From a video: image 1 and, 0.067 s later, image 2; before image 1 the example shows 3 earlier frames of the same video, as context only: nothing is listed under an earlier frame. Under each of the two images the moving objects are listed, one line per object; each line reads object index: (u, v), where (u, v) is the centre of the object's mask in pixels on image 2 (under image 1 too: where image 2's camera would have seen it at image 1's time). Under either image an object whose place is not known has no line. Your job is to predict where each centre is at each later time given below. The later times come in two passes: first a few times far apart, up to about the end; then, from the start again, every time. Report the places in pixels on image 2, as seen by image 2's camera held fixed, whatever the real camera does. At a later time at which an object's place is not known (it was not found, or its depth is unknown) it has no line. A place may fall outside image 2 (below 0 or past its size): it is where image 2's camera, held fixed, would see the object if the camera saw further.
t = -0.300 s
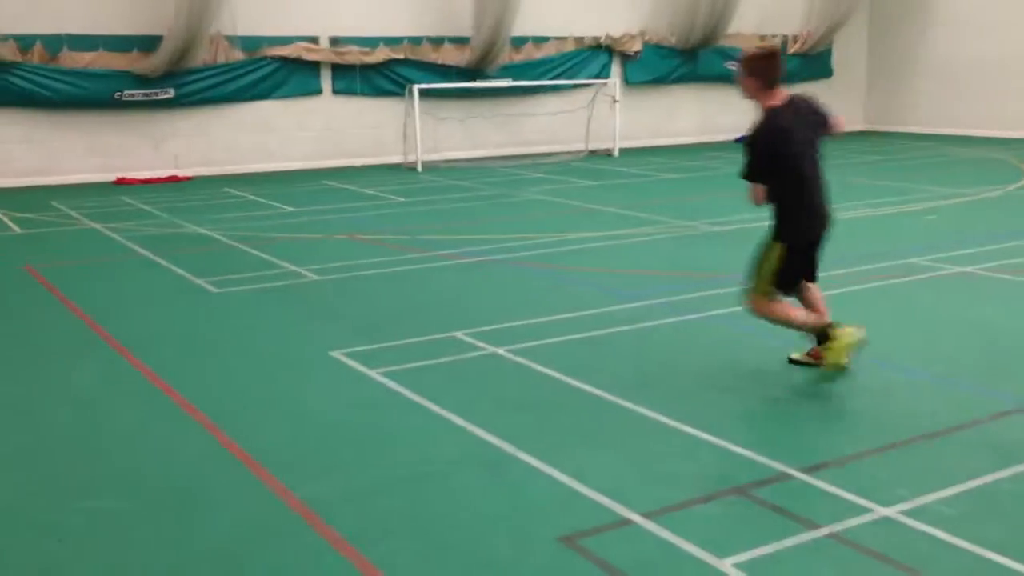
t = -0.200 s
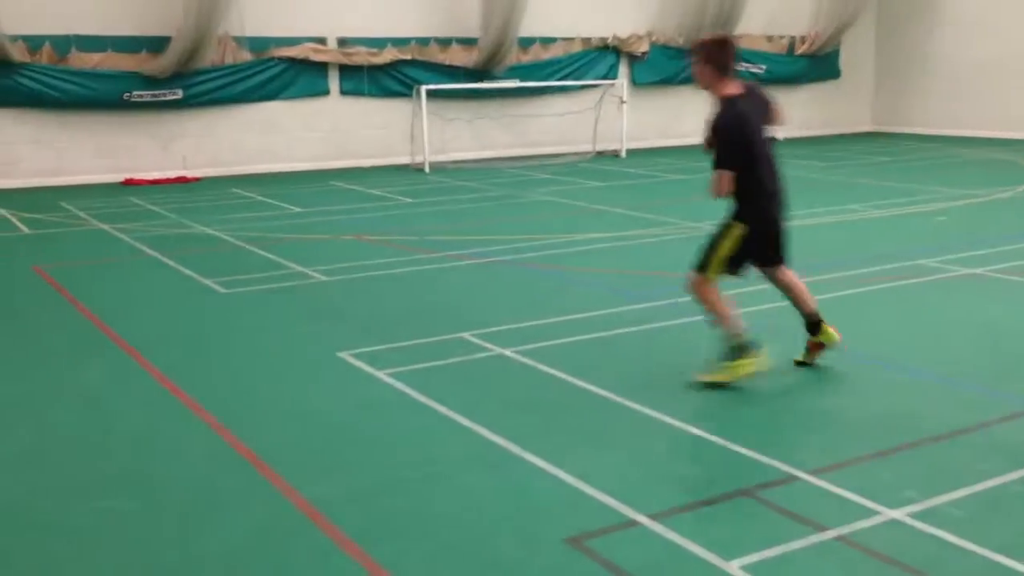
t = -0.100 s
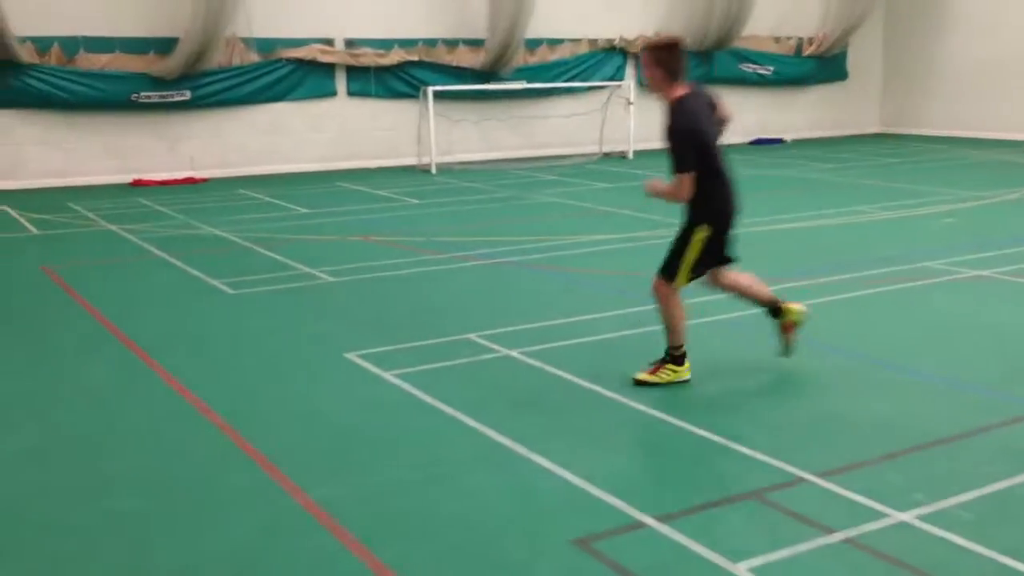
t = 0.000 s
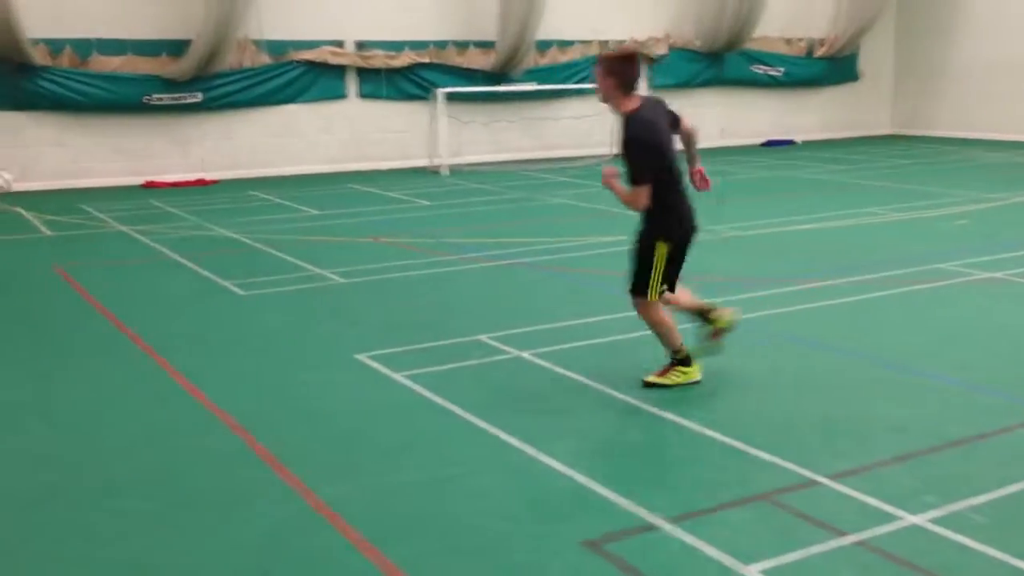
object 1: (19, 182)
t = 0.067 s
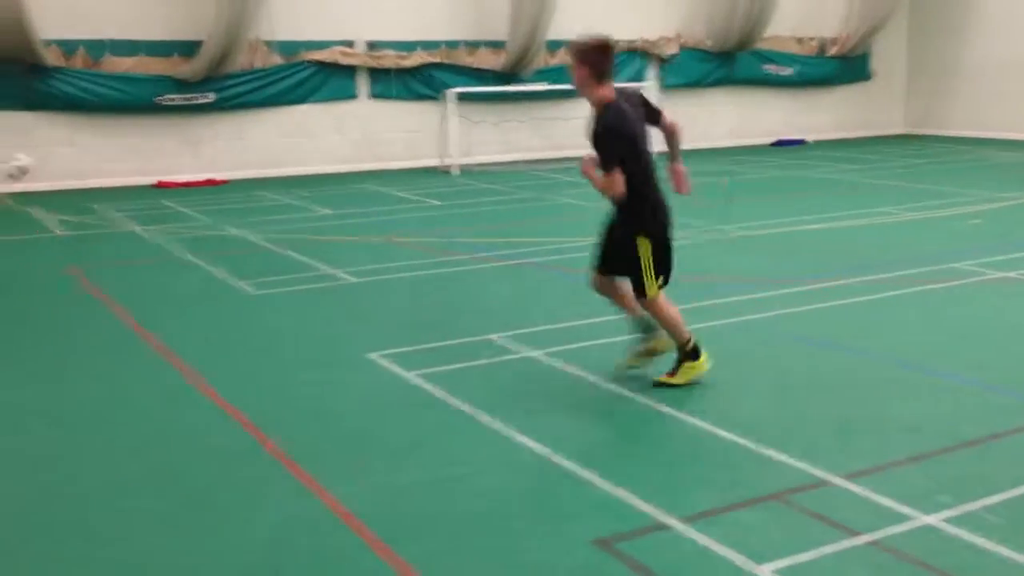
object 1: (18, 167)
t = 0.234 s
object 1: (27, 147)
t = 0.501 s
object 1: (55, 198)
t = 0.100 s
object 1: (18, 160)
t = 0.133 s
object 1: (21, 155)
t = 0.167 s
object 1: (23, 153)
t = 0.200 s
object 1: (22, 149)
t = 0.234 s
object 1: (27, 147)
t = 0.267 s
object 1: (28, 147)
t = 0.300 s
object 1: (31, 149)
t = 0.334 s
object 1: (33, 152)
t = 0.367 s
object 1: (36, 157)
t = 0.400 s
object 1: (40, 165)
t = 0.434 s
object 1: (44, 173)
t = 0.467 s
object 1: (48, 183)
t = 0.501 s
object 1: (55, 198)
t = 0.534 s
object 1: (61, 213)
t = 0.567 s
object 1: (68, 232)
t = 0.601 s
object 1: (72, 253)
